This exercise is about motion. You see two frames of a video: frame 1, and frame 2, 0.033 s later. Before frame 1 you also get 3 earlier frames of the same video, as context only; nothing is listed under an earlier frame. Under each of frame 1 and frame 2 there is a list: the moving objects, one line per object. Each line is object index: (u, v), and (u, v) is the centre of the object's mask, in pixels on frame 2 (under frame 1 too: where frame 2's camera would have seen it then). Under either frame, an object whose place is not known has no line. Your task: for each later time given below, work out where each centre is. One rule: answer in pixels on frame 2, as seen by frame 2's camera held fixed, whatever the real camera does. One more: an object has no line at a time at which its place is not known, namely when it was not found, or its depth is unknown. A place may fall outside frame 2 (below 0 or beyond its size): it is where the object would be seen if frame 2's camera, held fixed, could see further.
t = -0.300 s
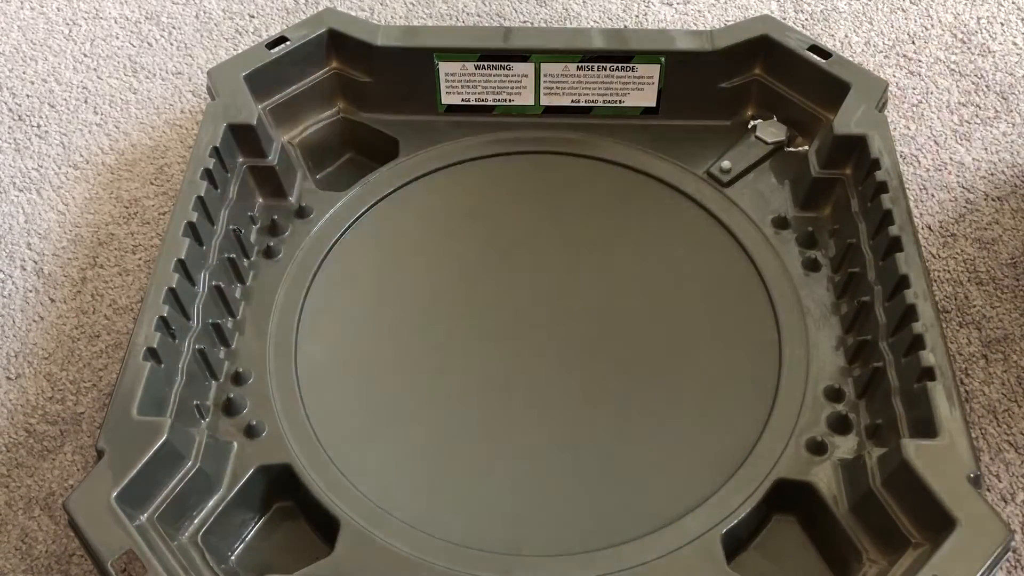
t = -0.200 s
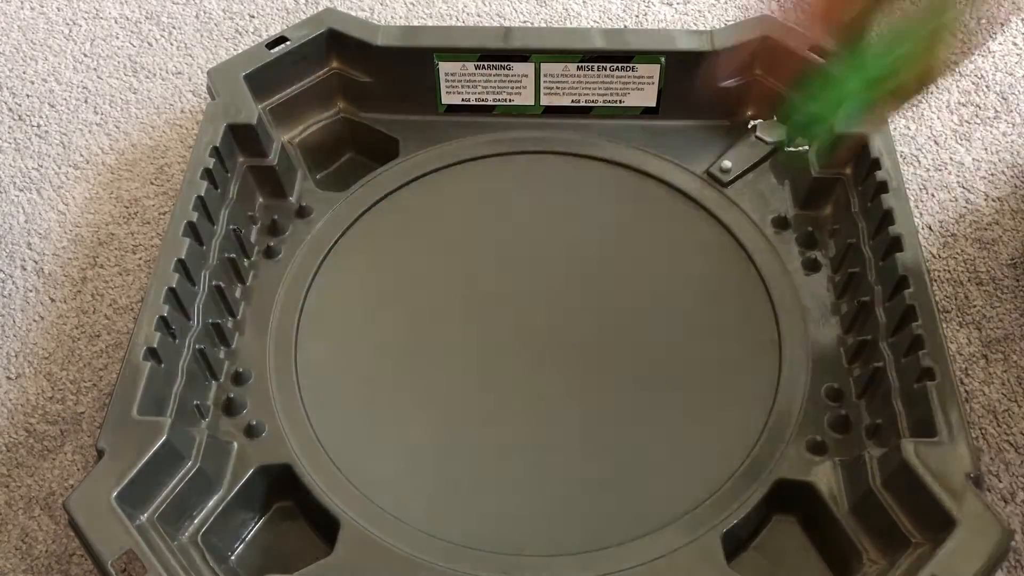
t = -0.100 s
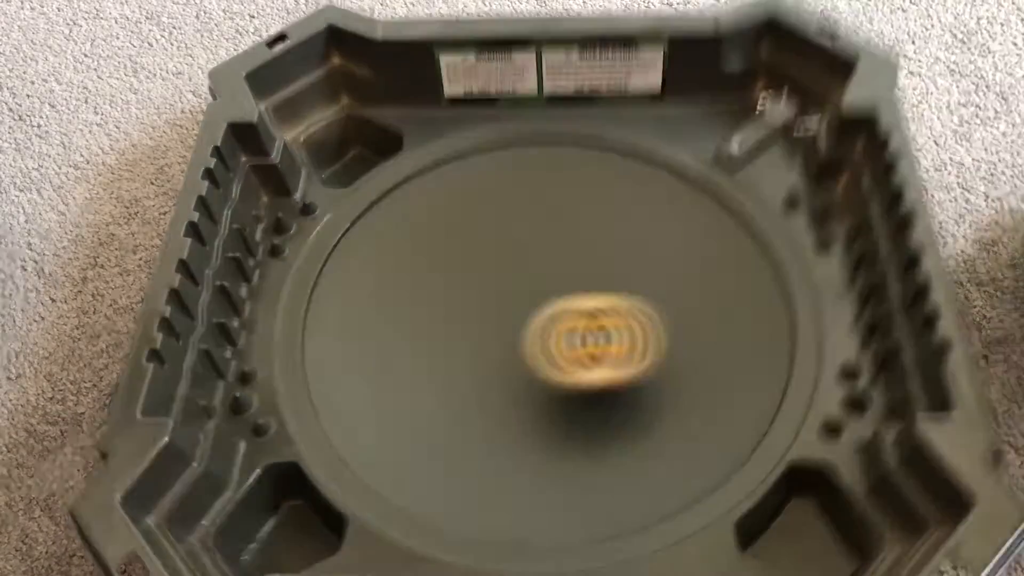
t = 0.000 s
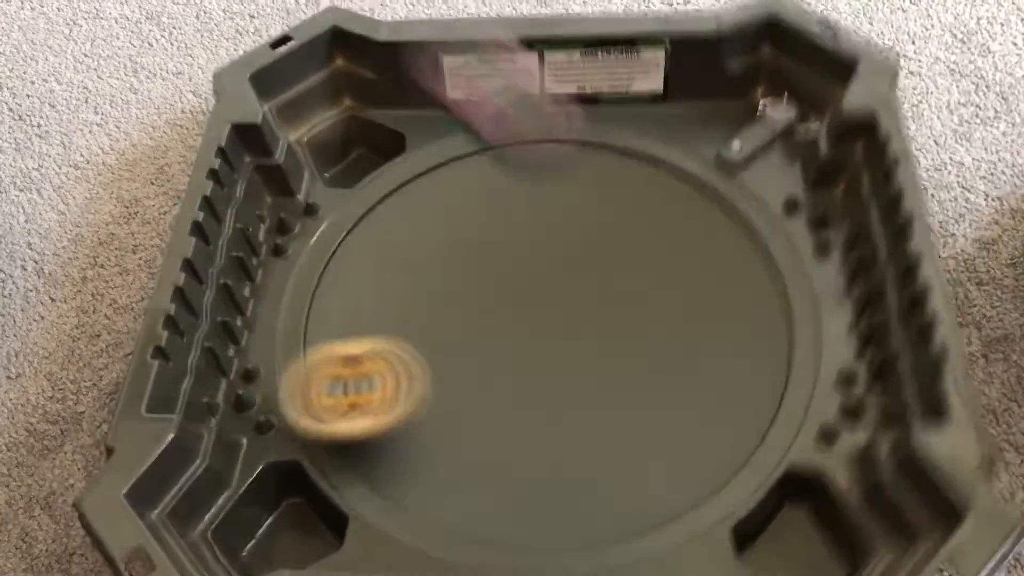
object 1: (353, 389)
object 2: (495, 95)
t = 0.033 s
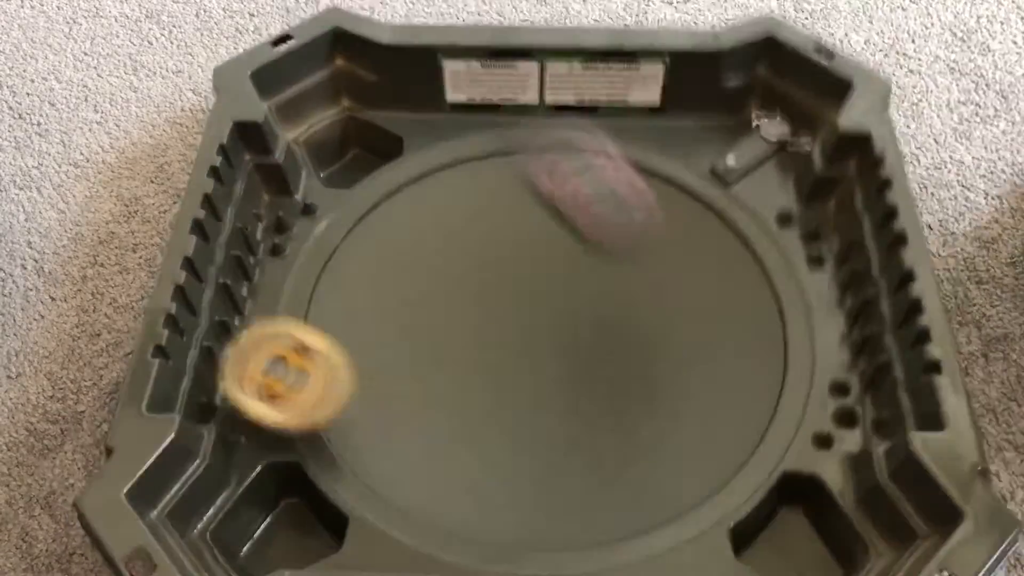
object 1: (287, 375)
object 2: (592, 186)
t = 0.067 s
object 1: (237, 355)
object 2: (661, 257)
